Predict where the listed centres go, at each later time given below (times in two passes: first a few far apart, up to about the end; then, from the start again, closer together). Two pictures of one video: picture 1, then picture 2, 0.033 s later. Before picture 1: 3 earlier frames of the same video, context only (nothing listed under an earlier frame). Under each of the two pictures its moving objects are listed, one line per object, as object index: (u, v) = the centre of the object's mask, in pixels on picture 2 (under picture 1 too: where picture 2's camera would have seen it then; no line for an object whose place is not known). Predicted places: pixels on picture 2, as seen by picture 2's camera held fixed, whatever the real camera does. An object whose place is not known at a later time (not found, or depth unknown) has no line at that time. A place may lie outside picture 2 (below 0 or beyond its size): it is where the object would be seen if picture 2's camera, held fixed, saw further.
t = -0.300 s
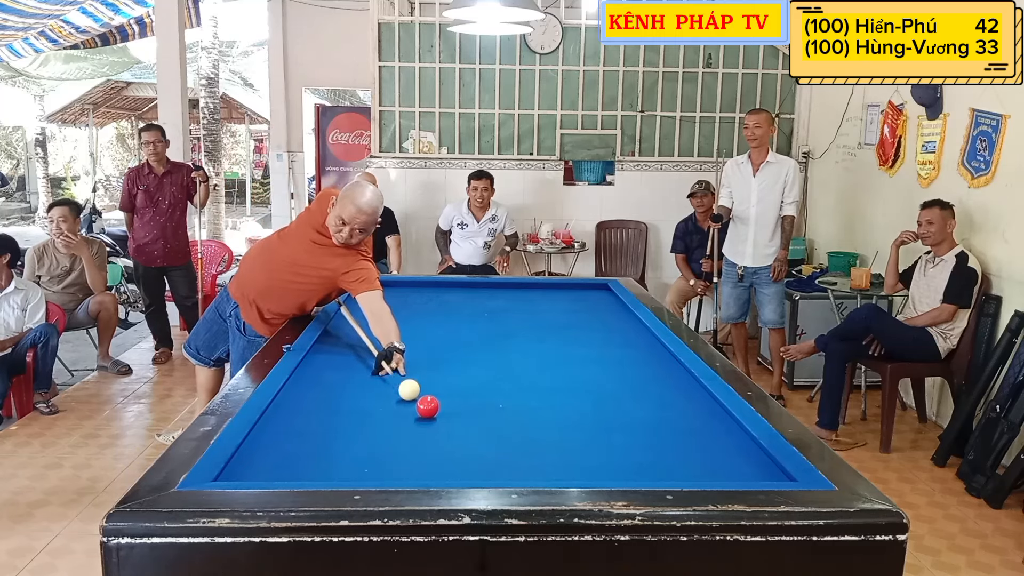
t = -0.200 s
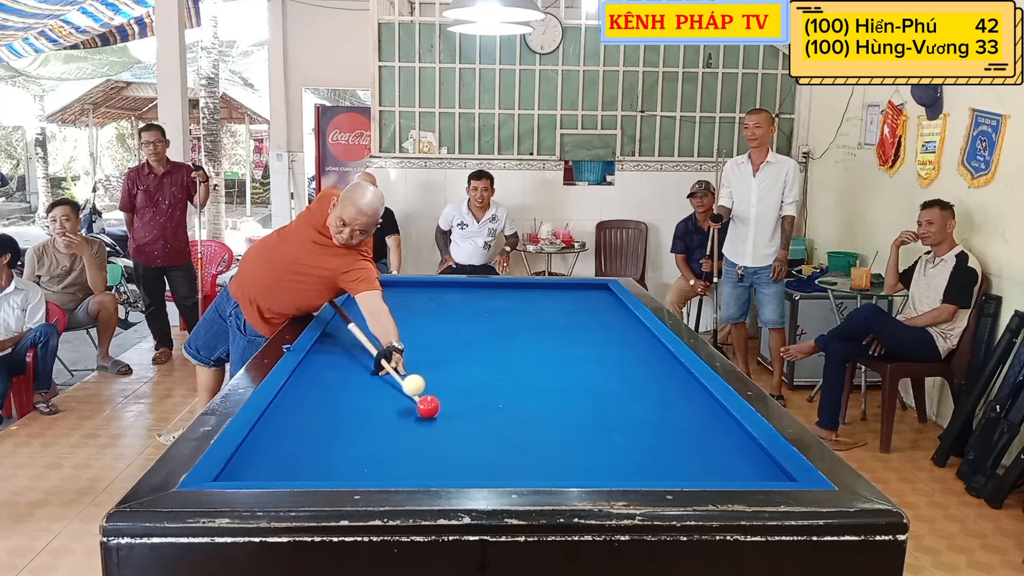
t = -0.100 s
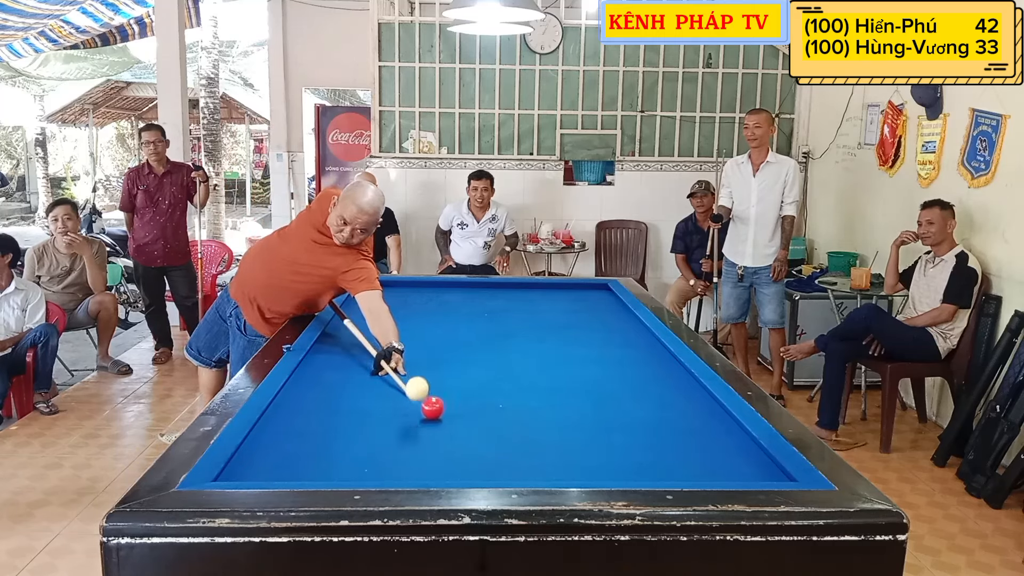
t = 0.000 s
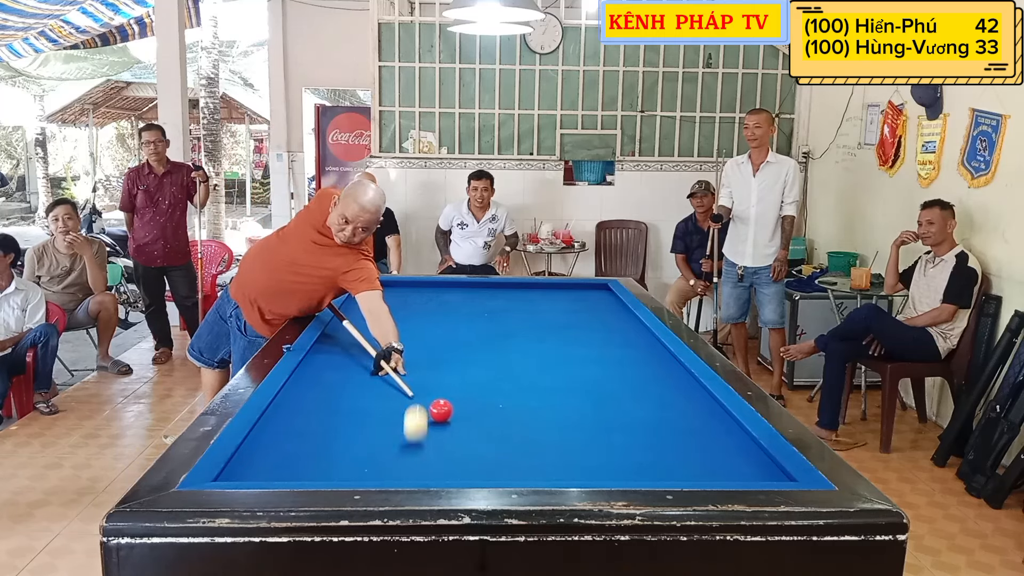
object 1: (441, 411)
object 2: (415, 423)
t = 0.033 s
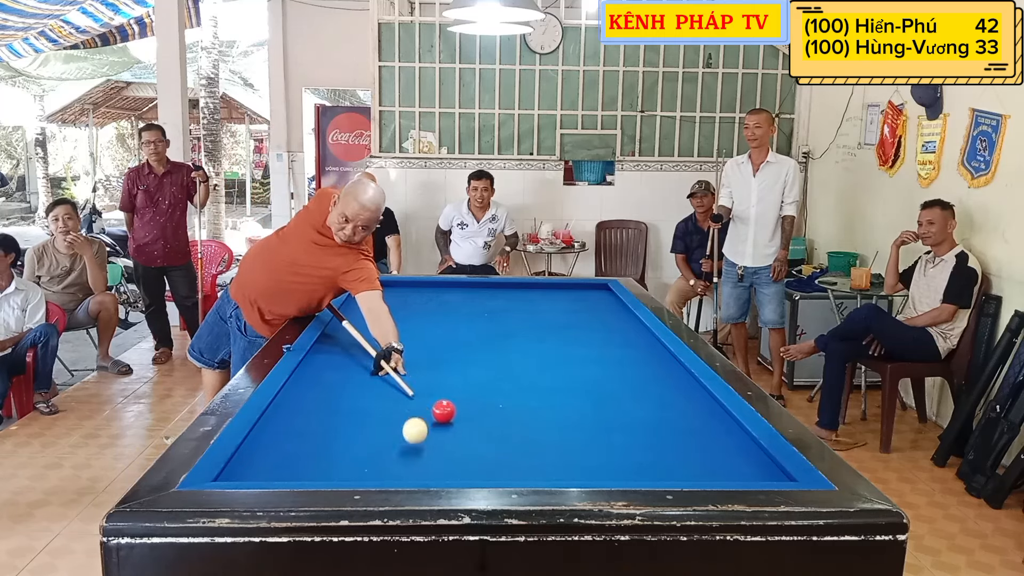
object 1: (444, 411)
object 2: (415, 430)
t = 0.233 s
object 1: (460, 416)
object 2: (408, 464)
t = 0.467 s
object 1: (479, 422)
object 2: (418, 454)
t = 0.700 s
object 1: (499, 428)
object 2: (421, 433)
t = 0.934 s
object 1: (517, 433)
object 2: (423, 414)
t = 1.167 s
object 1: (536, 439)
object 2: (425, 398)
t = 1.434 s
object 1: (557, 446)
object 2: (426, 382)
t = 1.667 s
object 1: (575, 451)
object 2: (428, 370)
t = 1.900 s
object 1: (592, 457)
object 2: (429, 359)
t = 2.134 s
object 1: (610, 462)
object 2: (430, 349)
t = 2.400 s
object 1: (629, 468)
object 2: (431, 339)
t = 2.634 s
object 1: (646, 471)
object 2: (431, 331)
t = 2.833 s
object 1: (660, 473)
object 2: (431, 325)
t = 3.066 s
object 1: (674, 474)
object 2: (431, 319)
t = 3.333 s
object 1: (683, 473)
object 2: (431, 312)
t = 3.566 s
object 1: (690, 472)
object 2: (431, 306)
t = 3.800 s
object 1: (696, 472)
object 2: (431, 302)
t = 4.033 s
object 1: (701, 471)
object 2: (431, 297)
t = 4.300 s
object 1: (705, 471)
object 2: (431, 292)
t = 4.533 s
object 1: (707, 470)
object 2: (430, 288)
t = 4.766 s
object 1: (709, 470)
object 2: (430, 285)
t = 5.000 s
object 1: (710, 470)
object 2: (430, 284)
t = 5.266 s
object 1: (711, 470)
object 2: (429, 286)
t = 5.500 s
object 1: (711, 470)
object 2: (428, 288)
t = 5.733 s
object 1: (710, 470)
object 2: (427, 289)
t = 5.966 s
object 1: (711, 470)
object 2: (426, 291)
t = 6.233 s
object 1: (711, 469)
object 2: (425, 293)
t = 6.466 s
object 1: (711, 470)
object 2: (424, 294)
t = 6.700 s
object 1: (711, 469)
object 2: (423, 295)
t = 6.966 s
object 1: (711, 469)
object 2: (421, 297)
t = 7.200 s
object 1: (711, 470)
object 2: (420, 298)
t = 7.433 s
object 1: (711, 470)
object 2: (419, 299)
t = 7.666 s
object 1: (711, 470)
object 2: (418, 300)
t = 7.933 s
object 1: (711, 470)
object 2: (418, 301)
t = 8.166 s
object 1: (711, 470)
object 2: (417, 301)
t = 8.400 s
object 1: (711, 470)
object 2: (417, 302)
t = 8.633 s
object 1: (711, 470)
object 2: (416, 302)
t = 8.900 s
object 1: (711, 470)
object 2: (416, 303)
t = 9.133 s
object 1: (711, 470)
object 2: (417, 303)
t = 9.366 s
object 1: (711, 470)
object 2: (417, 303)
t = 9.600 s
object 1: (711, 470)
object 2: (417, 303)
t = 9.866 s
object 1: (711, 470)
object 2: (417, 303)
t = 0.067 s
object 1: (446, 412)
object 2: (414, 429)
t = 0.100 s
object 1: (449, 413)
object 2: (413, 431)
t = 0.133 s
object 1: (452, 414)
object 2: (412, 438)
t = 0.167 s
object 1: (455, 415)
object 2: (411, 451)
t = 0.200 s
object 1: (457, 416)
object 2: (410, 463)
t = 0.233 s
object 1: (460, 416)
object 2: (408, 464)
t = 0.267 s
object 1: (463, 417)
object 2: (407, 468)
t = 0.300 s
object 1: (466, 418)
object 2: (407, 469)
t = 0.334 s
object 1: (468, 419)
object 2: (410, 466)
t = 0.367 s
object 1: (471, 420)
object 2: (412, 466)
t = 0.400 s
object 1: (474, 421)
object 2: (414, 460)
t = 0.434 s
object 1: (477, 421)
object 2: (416, 457)
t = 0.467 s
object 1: (479, 422)
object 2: (418, 454)
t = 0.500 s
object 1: (482, 423)
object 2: (418, 451)
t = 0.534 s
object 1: (485, 424)
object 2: (419, 448)
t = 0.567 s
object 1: (488, 424)
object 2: (420, 445)
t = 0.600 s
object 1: (490, 425)
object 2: (420, 442)
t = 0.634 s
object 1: (493, 426)
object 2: (420, 439)
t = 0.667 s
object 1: (496, 427)
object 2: (421, 436)
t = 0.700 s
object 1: (499, 428)
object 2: (421, 433)
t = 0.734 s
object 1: (501, 429)
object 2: (421, 430)
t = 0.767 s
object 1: (504, 429)
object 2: (421, 427)
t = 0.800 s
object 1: (507, 430)
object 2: (422, 424)
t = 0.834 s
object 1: (509, 431)
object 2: (422, 422)
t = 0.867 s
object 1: (512, 432)
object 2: (422, 419)
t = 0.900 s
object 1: (515, 433)
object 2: (423, 416)
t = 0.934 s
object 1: (517, 433)
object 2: (423, 414)
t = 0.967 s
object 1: (520, 434)
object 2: (423, 411)
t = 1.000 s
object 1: (523, 435)
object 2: (423, 409)
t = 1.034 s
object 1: (525, 436)
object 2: (424, 407)
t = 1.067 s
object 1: (528, 437)
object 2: (424, 404)
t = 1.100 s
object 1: (531, 437)
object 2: (424, 402)
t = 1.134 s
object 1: (533, 438)
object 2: (424, 400)
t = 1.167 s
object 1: (536, 439)
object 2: (425, 398)
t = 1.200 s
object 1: (539, 440)
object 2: (425, 396)
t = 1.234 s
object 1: (541, 441)
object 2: (425, 393)
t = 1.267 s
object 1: (544, 442)
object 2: (425, 391)
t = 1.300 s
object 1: (546, 442)
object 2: (426, 389)
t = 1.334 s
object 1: (549, 443)
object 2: (426, 387)
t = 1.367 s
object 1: (552, 444)
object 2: (426, 386)
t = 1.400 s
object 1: (554, 445)
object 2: (426, 384)
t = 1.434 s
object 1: (557, 446)
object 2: (426, 382)
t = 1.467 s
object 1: (559, 446)
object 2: (427, 380)
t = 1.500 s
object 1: (562, 447)
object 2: (427, 378)
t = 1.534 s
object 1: (565, 448)
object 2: (427, 376)
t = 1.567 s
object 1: (567, 449)
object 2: (427, 375)
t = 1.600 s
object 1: (570, 450)
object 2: (427, 373)
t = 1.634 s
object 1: (572, 450)
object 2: (428, 371)
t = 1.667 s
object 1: (575, 451)
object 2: (428, 370)
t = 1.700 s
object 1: (577, 452)
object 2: (428, 368)
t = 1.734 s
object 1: (580, 453)
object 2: (428, 366)
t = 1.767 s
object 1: (582, 454)
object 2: (428, 365)
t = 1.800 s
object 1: (585, 454)
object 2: (429, 363)
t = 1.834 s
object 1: (587, 455)
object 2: (429, 362)
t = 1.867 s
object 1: (590, 456)
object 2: (429, 360)
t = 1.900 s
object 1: (592, 457)
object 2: (429, 359)
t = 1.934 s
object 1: (595, 458)
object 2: (429, 357)
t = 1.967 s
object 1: (597, 458)
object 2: (429, 356)
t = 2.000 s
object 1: (600, 459)
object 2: (429, 354)
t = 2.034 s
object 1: (602, 460)
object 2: (429, 353)
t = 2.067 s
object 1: (605, 461)
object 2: (430, 352)
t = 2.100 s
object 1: (607, 461)
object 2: (430, 350)
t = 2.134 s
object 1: (610, 462)
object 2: (430, 349)
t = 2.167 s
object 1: (612, 463)
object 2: (430, 348)
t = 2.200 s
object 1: (615, 464)
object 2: (430, 346)
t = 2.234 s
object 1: (617, 465)
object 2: (430, 345)
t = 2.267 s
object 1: (619, 465)
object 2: (430, 344)
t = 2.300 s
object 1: (622, 466)
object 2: (430, 343)
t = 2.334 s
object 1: (624, 467)
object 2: (431, 341)
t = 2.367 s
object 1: (627, 467)
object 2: (431, 340)
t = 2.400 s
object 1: (629, 468)
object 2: (431, 339)
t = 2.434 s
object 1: (632, 468)
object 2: (431, 338)
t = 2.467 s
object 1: (634, 469)
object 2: (431, 337)
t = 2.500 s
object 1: (636, 469)
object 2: (431, 336)
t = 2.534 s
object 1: (639, 470)
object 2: (431, 334)
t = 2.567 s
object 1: (641, 470)
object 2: (431, 333)
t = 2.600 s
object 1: (643, 470)
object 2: (431, 332)
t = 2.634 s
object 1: (646, 471)
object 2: (431, 331)
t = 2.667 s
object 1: (648, 471)
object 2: (431, 330)
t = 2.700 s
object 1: (650, 472)
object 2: (431, 329)
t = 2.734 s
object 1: (653, 472)
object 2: (431, 328)
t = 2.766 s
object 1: (655, 472)
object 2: (431, 327)
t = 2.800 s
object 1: (657, 472)
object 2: (431, 326)
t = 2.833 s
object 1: (660, 473)
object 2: (431, 325)
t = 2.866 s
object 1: (662, 473)
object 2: (431, 324)
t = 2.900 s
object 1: (664, 474)
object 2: (431, 323)
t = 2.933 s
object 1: (667, 474)
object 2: (431, 322)
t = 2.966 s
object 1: (668, 474)
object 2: (431, 321)
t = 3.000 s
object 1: (671, 475)
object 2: (431, 320)
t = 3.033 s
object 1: (672, 474)
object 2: (431, 319)
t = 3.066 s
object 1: (674, 474)
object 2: (431, 319)
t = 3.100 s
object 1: (675, 474)
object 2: (431, 318)
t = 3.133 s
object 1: (676, 474)
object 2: (431, 317)
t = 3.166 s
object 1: (677, 474)
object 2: (431, 316)
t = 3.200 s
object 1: (678, 474)
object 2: (431, 315)
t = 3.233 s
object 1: (679, 474)
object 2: (431, 314)
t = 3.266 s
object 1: (680, 473)
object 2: (431, 313)
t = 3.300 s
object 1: (682, 473)
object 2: (431, 313)
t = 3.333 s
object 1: (683, 473)
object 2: (431, 312)
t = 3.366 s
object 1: (684, 473)
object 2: (431, 311)
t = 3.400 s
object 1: (685, 473)
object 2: (431, 310)
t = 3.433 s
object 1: (686, 473)
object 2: (431, 309)
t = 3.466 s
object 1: (687, 473)
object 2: (431, 309)
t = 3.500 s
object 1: (688, 472)
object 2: (431, 308)
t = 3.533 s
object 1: (689, 472)
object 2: (431, 307)
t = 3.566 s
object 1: (690, 472)
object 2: (431, 306)
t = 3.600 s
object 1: (691, 472)
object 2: (431, 306)
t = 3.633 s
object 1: (692, 472)
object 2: (431, 305)
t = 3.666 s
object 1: (692, 472)
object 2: (431, 304)
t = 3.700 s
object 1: (693, 472)
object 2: (431, 304)
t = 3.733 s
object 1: (694, 472)
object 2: (431, 303)
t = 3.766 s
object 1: (695, 472)
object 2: (431, 302)
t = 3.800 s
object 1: (696, 472)
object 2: (431, 302)
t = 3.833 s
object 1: (696, 472)
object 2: (431, 301)
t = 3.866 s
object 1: (697, 472)
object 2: (431, 300)
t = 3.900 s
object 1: (698, 472)
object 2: (431, 299)
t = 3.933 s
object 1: (699, 471)
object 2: (431, 299)
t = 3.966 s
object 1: (699, 471)
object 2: (431, 298)
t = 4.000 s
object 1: (700, 471)
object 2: (431, 297)
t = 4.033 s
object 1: (701, 471)
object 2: (431, 297)
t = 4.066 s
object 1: (701, 471)
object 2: (431, 296)
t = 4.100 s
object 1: (702, 471)
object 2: (431, 296)
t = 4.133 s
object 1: (703, 471)
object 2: (431, 295)
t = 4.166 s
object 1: (703, 471)
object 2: (431, 294)
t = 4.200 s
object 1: (704, 471)
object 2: (431, 294)
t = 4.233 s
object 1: (704, 471)
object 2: (431, 293)
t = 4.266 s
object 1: (705, 471)
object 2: (431, 293)
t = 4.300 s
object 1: (705, 471)
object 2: (431, 292)
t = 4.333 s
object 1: (705, 471)
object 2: (431, 292)
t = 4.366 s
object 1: (706, 470)
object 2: (430, 291)
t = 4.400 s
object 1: (706, 470)
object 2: (430, 290)
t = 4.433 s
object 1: (706, 470)
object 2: (430, 290)
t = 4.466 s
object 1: (707, 470)
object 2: (430, 289)
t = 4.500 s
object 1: (707, 470)
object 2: (430, 289)
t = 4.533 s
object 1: (707, 470)
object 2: (430, 288)
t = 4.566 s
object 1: (708, 470)
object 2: (430, 288)
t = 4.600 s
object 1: (708, 470)
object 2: (430, 287)
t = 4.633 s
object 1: (708, 470)
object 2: (430, 287)
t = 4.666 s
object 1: (708, 470)
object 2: (430, 286)
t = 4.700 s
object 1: (709, 470)
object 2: (430, 286)
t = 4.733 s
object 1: (709, 470)
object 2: (430, 285)
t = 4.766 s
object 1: (709, 470)
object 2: (430, 285)
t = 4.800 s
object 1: (709, 470)
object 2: (430, 284)
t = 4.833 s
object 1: (710, 470)
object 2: (430, 284)
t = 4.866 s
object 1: (710, 470)
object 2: (430, 283)
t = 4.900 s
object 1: (710, 470)
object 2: (430, 283)
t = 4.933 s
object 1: (710, 470)
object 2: (430, 283)
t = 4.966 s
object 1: (710, 470)
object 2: (430, 284)
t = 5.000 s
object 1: (710, 470)
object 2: (430, 284)
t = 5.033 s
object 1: (710, 470)
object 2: (430, 284)
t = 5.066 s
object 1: (710, 470)
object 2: (429, 284)
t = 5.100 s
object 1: (710, 470)
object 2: (429, 285)
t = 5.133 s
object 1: (710, 470)
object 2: (429, 285)
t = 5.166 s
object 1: (710, 470)
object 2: (429, 285)
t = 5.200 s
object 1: (711, 470)
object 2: (429, 285)
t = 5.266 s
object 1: (711, 470)
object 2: (429, 286)
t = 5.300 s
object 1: (711, 470)
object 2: (429, 286)
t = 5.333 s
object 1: (711, 470)
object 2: (429, 286)
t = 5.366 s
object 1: (711, 470)
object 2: (429, 287)
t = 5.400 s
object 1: (711, 470)
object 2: (428, 287)
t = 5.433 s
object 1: (711, 470)
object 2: (428, 287)
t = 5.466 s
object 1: (711, 470)
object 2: (428, 287)
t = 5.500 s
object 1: (711, 470)
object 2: (428, 288)
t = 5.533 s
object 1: (710, 470)
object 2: (428, 288)
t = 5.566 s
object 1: (710, 470)
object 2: (428, 288)
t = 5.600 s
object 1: (711, 470)
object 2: (428, 288)
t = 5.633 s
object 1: (711, 470)
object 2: (427, 289)
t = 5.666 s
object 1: (710, 470)
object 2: (427, 289)
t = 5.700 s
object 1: (710, 470)
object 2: (427, 289)
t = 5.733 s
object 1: (710, 470)
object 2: (427, 289)
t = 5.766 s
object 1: (710, 470)
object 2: (427, 290)
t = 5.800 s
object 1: (711, 470)
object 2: (427, 290)
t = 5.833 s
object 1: (711, 470)
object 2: (427, 290)
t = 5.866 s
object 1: (711, 470)
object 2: (426, 290)
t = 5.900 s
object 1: (711, 470)
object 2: (426, 291)
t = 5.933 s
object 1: (711, 470)
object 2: (426, 291)
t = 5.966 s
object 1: (711, 470)
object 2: (426, 291)
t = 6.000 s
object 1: (710, 470)
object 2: (426, 291)
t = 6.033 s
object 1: (711, 470)
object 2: (426, 291)
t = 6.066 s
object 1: (711, 469)
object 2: (426, 292)
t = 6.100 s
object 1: (711, 470)
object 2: (425, 292)
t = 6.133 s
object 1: (711, 469)
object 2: (425, 292)
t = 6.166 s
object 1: (710, 470)
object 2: (425, 292)
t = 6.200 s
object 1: (711, 469)
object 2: (425, 292)
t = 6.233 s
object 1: (711, 469)
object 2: (425, 293)
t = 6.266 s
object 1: (711, 470)
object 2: (425, 293)
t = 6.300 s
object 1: (711, 469)
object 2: (425, 293)
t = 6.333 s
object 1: (710, 470)
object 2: (424, 293)
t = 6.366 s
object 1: (711, 470)
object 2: (424, 293)
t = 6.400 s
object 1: (711, 470)
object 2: (424, 294)
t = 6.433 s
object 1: (710, 469)
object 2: (424, 294)
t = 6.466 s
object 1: (711, 470)
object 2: (424, 294)
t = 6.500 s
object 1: (711, 470)
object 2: (424, 294)
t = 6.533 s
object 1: (711, 470)
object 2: (423, 294)
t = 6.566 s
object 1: (711, 469)
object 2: (423, 295)
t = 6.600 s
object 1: (710, 470)
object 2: (423, 295)
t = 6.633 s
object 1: (711, 469)
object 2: (423, 295)
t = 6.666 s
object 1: (710, 469)
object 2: (423, 295)
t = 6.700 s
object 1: (711, 469)
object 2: (423, 295)
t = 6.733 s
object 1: (710, 469)
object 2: (422, 296)
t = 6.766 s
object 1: (711, 470)
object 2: (422, 296)
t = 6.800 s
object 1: (711, 469)
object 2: (422, 296)
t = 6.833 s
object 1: (711, 469)
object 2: (422, 296)
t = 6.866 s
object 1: (711, 469)
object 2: (422, 296)
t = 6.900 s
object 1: (711, 470)
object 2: (422, 297)
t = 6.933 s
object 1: (711, 470)
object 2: (421, 297)
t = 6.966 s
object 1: (711, 469)
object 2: (421, 297)
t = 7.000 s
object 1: (711, 469)
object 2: (421, 297)
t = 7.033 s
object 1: (711, 470)
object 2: (421, 297)
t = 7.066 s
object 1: (711, 470)
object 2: (421, 297)
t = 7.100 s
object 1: (711, 470)
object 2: (421, 297)
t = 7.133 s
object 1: (711, 470)
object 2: (421, 298)
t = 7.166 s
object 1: (711, 469)
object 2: (420, 298)
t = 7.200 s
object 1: (711, 470)
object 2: (420, 298)
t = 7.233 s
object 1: (711, 470)
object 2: (420, 298)
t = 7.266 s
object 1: (711, 470)
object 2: (420, 298)
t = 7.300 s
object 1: (711, 470)
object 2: (420, 298)
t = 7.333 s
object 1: (711, 469)
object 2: (420, 299)
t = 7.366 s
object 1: (711, 470)
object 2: (420, 299)
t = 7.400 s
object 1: (711, 470)
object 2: (419, 299)
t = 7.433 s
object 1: (711, 470)
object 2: (419, 299)
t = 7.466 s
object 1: (711, 469)
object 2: (419, 299)
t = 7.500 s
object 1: (711, 470)
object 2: (419, 299)
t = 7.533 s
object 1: (711, 470)
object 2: (419, 299)
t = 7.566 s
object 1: (711, 470)
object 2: (419, 300)
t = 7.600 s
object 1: (711, 470)
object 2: (419, 300)
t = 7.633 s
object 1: (711, 470)
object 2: (419, 300)
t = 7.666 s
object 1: (711, 470)
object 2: (418, 300)
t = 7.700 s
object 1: (711, 470)
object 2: (418, 300)
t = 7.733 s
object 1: (711, 470)
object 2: (418, 300)
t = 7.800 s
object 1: (711, 470)
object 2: (418, 300)
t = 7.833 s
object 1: (711, 470)
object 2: (418, 300)
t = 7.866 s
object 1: (711, 470)
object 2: (418, 300)
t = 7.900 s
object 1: (711, 470)
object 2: (418, 301)
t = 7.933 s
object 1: (711, 470)
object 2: (418, 301)
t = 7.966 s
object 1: (711, 470)
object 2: (417, 301)
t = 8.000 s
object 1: (711, 470)
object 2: (417, 301)
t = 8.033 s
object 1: (711, 470)
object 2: (417, 301)
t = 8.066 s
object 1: (711, 470)
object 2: (417, 301)
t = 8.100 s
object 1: (711, 470)
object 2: (417, 301)
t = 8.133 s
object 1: (711, 470)
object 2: (417, 301)
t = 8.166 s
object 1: (711, 470)
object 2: (417, 301)
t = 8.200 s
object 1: (711, 470)
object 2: (417, 302)
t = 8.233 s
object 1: (711, 470)
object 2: (417, 302)
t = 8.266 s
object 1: (711, 470)
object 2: (417, 302)
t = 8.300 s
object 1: (711, 470)
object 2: (417, 302)
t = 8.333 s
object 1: (711, 470)
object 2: (417, 302)
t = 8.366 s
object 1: (711, 470)
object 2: (417, 302)
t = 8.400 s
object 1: (711, 470)
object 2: (417, 302)
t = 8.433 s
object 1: (710, 470)
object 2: (417, 302)
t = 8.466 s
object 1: (710, 470)
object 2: (417, 302)
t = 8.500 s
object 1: (711, 470)
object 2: (416, 302)
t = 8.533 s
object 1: (711, 470)
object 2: (416, 302)
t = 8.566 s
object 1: (711, 470)
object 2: (416, 302)
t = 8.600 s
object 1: (711, 470)
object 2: (416, 302)
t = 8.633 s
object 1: (711, 470)
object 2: (416, 302)
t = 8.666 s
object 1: (711, 470)
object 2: (416, 302)
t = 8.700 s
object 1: (710, 470)
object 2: (416, 303)
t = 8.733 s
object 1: (711, 470)
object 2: (416, 303)
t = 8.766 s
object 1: (711, 470)
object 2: (416, 303)
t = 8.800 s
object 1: (711, 470)
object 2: (416, 303)
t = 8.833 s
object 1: (711, 470)
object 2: (416, 303)
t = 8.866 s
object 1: (711, 470)
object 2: (416, 303)
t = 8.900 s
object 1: (711, 470)
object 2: (416, 303)
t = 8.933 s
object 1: (710, 470)
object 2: (416, 303)
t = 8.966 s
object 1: (711, 470)
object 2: (416, 303)
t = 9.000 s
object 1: (711, 470)
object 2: (417, 303)
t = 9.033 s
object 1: (710, 470)
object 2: (417, 303)
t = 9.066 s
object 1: (711, 470)
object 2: (417, 303)
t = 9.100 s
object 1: (711, 470)
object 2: (417, 303)
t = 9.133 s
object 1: (711, 470)
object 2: (417, 303)
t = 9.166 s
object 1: (711, 470)
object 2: (417, 303)
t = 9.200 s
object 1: (711, 470)
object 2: (417, 303)
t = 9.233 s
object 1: (710, 470)
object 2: (417, 303)
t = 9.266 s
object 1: (711, 470)
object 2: (417, 303)
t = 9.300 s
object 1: (711, 470)
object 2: (417, 303)
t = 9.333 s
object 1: (711, 470)
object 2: (417, 303)
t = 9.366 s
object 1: (711, 470)
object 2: (417, 303)
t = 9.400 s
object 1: (711, 470)
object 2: (417, 303)
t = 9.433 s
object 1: (711, 470)
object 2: (417, 303)
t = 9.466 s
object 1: (711, 470)
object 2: (417, 303)
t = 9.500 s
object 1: (711, 470)
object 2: (417, 303)
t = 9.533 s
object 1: (711, 470)
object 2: (417, 303)
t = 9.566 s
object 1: (711, 470)
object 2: (417, 303)
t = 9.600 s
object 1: (711, 470)
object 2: (417, 303)
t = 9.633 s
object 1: (711, 470)
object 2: (417, 303)
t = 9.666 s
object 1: (711, 470)
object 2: (417, 303)
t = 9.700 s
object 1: (711, 470)
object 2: (417, 303)
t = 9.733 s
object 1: (711, 470)
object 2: (417, 303)
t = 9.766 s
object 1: (711, 470)
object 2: (417, 303)
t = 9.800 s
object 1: (711, 470)
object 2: (417, 303)
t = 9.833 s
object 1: (711, 470)
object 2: (417, 303)
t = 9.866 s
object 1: (711, 470)
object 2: (417, 303)
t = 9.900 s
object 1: (711, 470)
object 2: (417, 303)
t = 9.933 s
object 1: (711, 470)
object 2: (417, 303)
